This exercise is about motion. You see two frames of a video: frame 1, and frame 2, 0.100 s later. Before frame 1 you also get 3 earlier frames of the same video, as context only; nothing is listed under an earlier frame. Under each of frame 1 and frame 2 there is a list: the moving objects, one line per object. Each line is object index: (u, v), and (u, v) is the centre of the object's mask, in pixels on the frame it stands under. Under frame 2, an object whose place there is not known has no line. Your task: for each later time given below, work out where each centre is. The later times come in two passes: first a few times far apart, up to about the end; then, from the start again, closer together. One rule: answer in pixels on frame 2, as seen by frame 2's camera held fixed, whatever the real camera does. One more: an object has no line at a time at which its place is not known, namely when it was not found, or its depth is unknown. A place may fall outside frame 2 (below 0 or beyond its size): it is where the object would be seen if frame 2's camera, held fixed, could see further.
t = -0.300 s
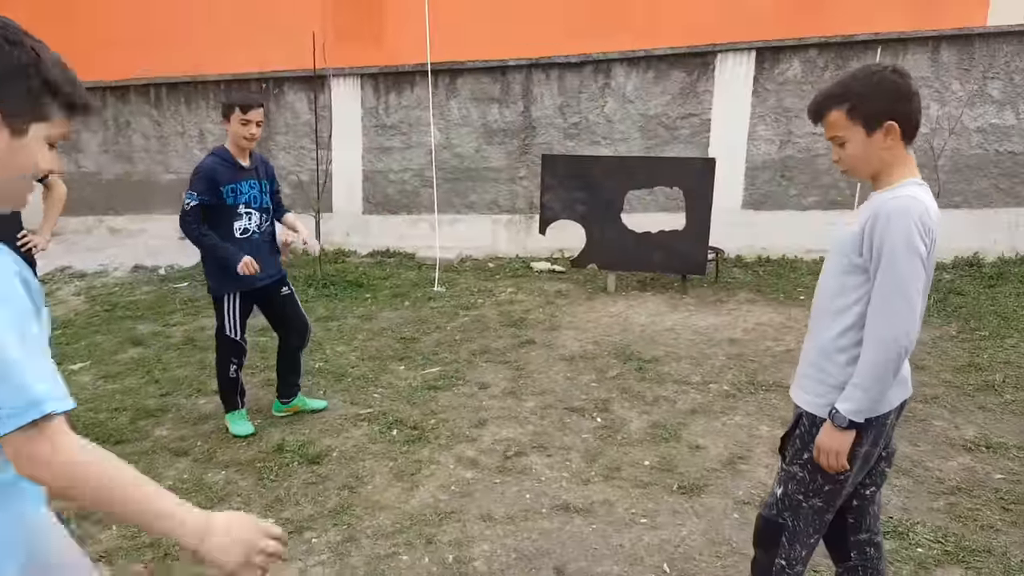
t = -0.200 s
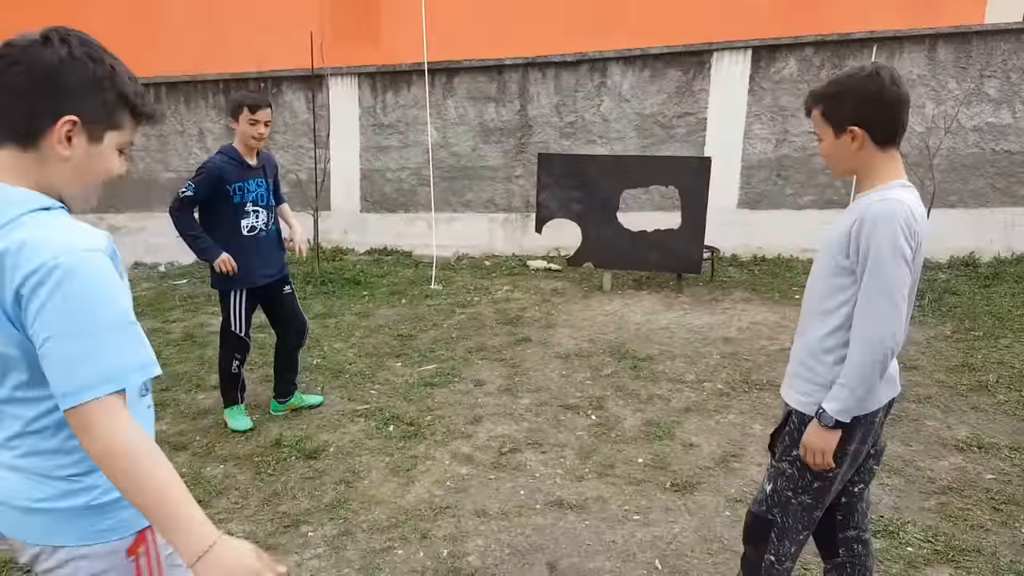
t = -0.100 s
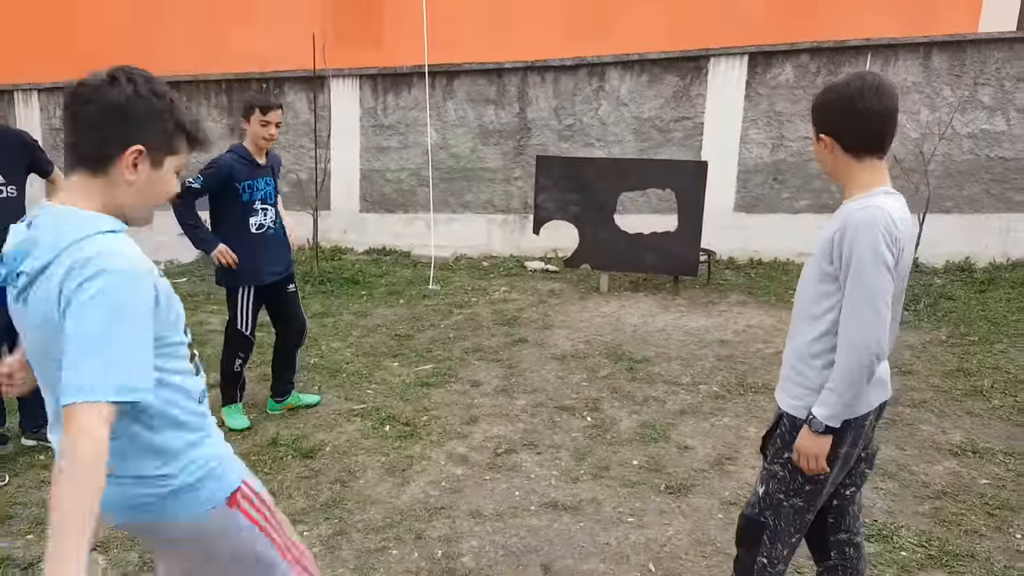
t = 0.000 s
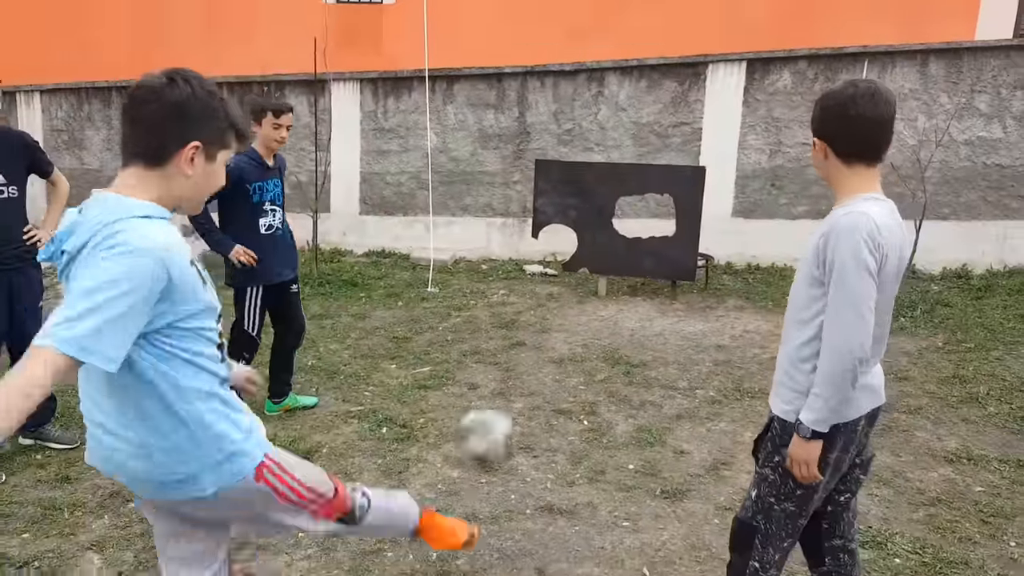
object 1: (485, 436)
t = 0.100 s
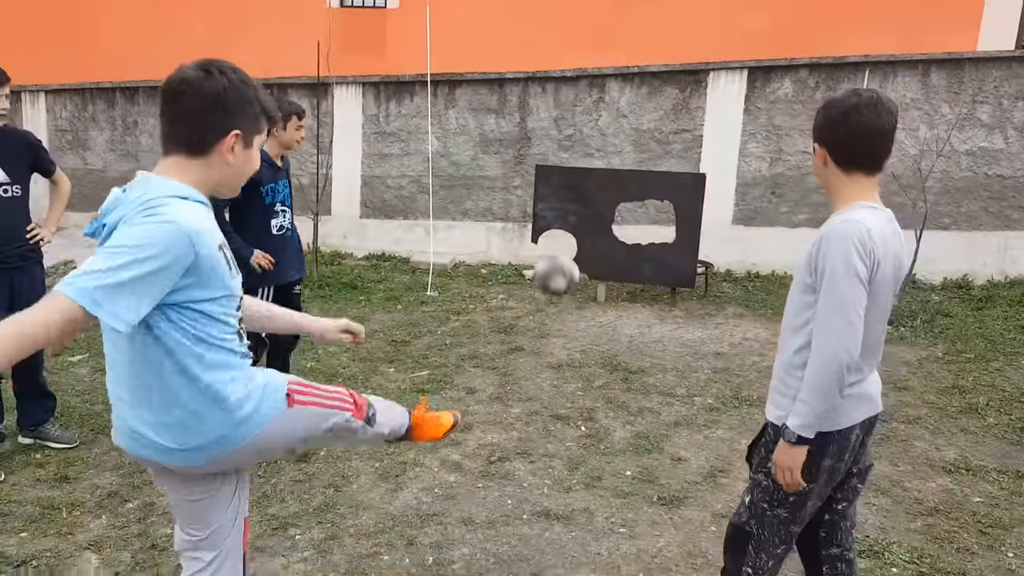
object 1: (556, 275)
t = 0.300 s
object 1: (617, 161)
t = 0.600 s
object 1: (609, 80)
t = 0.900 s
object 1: (555, 36)
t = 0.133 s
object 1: (571, 243)
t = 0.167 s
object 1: (584, 216)
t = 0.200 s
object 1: (595, 196)
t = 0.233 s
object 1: (604, 182)
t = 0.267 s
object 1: (612, 169)
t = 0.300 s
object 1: (617, 161)
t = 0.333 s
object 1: (620, 153)
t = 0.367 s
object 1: (621, 142)
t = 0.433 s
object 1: (620, 124)
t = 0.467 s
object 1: (620, 119)
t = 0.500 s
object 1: (620, 114)
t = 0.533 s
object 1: (615, 102)
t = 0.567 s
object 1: (613, 90)
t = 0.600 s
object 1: (609, 80)
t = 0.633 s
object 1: (603, 74)
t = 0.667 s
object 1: (599, 64)
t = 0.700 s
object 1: (593, 56)
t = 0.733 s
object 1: (587, 49)
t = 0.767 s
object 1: (582, 44)
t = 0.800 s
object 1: (576, 40)
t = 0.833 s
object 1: (569, 37)
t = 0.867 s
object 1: (563, 36)
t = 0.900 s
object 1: (555, 36)
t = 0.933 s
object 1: (547, 39)
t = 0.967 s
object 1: (538, 43)
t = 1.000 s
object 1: (529, 49)
